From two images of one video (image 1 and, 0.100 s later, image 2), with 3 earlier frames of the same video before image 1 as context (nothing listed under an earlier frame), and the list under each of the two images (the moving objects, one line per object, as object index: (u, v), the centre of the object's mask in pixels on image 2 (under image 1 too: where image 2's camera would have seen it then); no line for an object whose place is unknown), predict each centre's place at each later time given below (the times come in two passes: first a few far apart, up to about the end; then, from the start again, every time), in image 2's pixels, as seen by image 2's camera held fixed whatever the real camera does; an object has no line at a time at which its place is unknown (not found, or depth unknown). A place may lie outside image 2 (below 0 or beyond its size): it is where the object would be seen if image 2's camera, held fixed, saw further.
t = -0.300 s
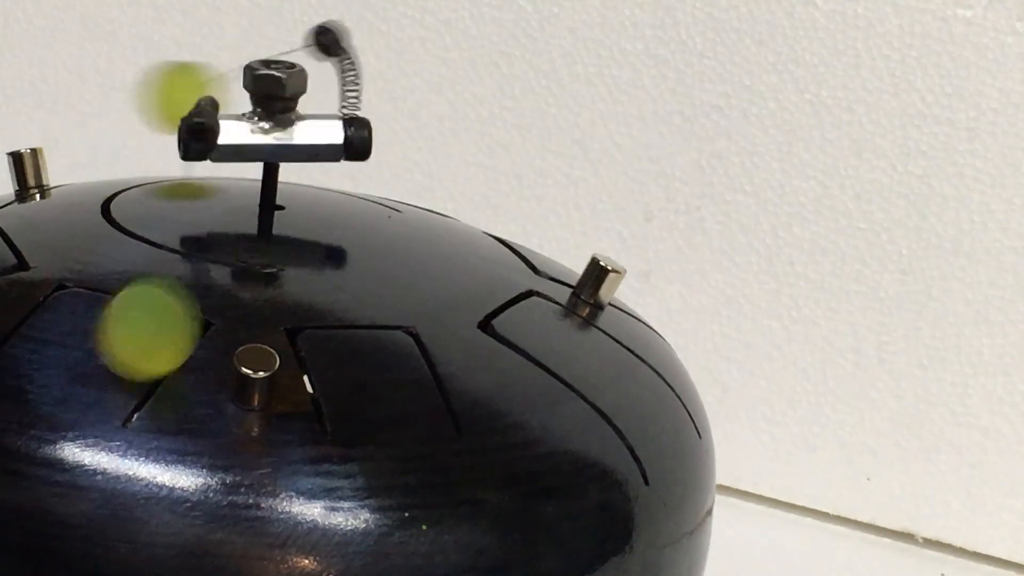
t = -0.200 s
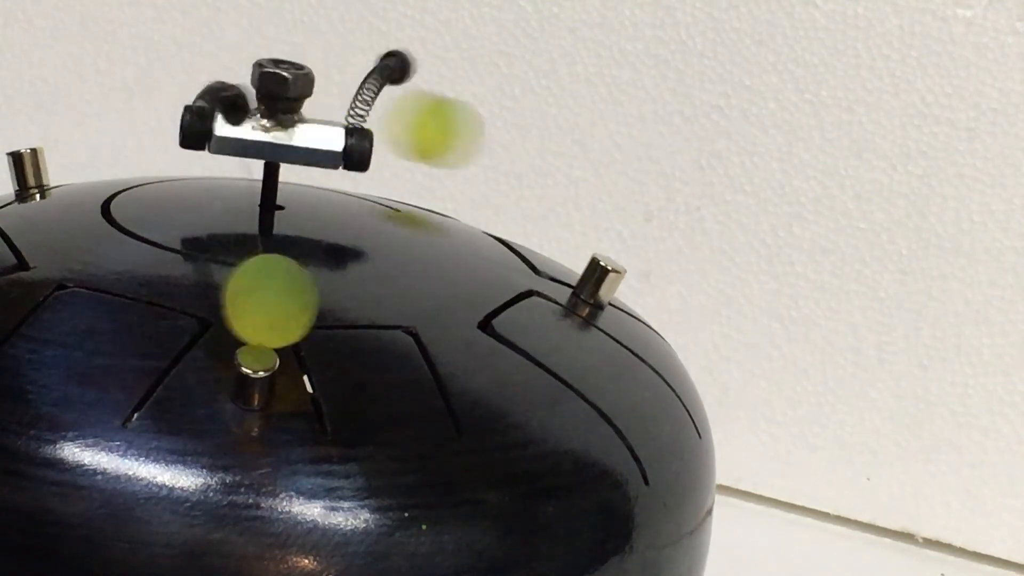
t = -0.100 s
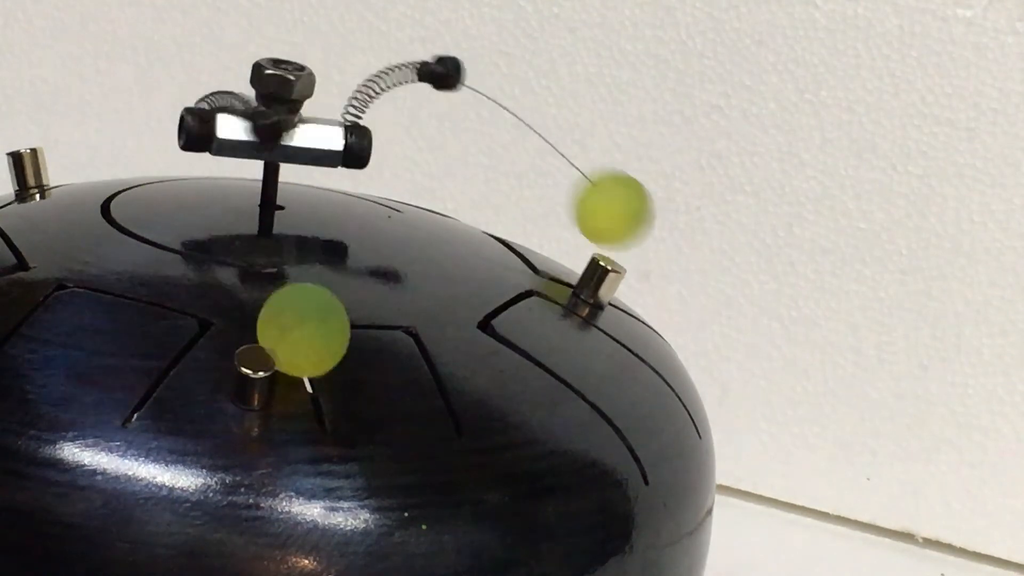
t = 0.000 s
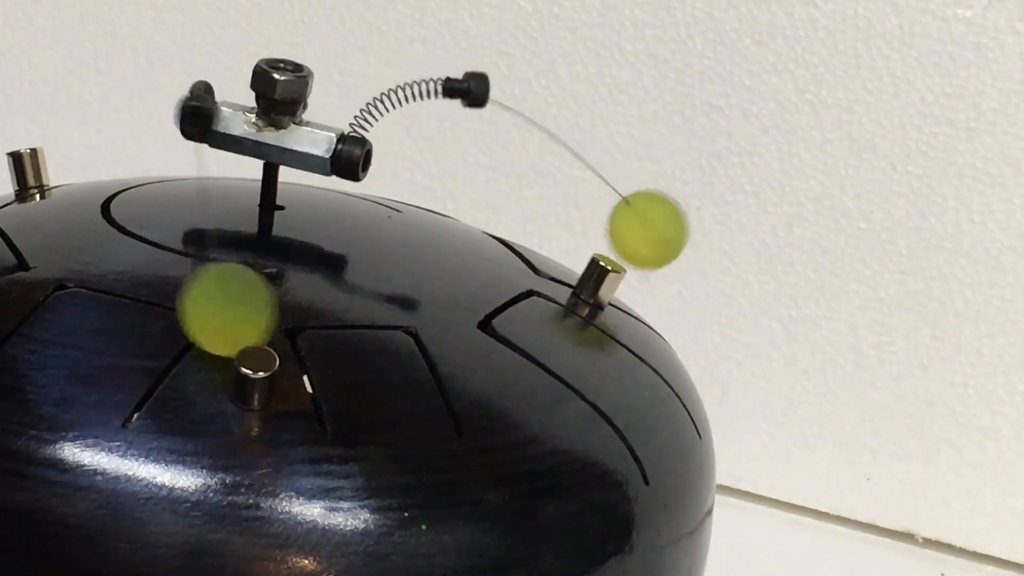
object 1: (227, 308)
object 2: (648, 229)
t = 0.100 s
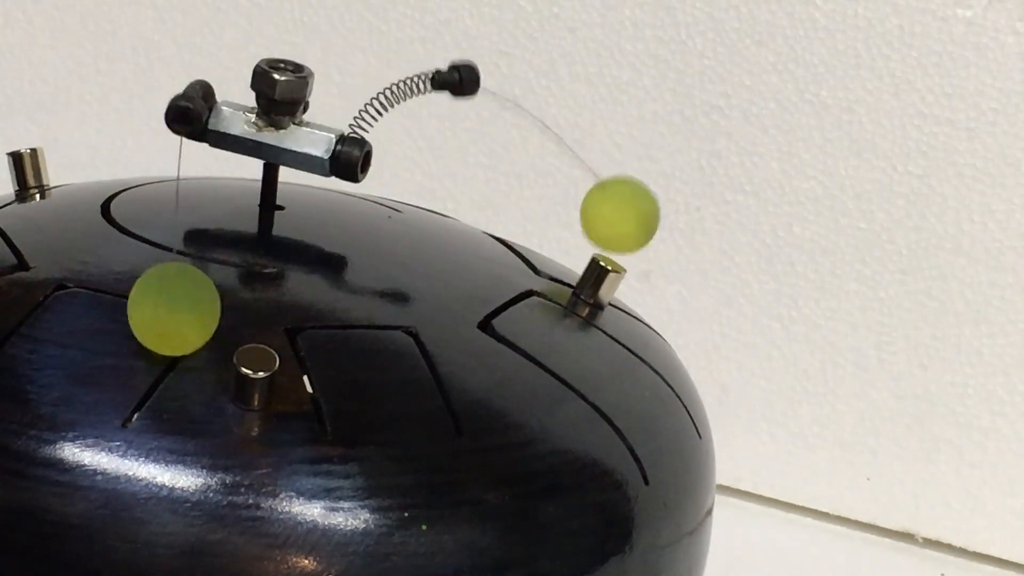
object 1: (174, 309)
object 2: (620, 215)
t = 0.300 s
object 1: (229, 315)
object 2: (535, 170)
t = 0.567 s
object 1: (225, 317)
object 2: (462, 178)
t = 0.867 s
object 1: (225, 316)
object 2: (531, 190)
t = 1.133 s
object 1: (225, 317)
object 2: (482, 179)
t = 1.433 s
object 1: (224, 317)
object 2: (501, 196)
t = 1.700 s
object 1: (224, 317)
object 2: (531, 199)
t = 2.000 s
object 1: (225, 317)
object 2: (490, 192)
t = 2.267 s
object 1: (224, 317)
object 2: (493, 195)
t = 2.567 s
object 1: (224, 317)
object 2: (486, 192)
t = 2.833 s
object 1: (224, 317)
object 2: (490, 194)
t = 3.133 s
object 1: (224, 317)
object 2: (490, 194)
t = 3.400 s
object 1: (224, 317)
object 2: (490, 194)
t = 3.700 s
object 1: (224, 317)
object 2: (490, 194)
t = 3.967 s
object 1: (224, 317)
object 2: (490, 194)
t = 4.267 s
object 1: (224, 317)
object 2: (489, 193)
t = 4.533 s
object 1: (224, 317)
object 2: (489, 193)
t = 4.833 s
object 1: (224, 317)
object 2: (489, 193)
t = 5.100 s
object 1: (224, 317)
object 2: (489, 194)
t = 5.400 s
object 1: (224, 317)
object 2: (489, 194)
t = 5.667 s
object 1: (224, 317)
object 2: (489, 194)
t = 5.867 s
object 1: (224, 317)
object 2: (489, 194)
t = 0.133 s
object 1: (176, 308)
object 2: (607, 225)
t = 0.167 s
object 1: (188, 312)
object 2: (581, 223)
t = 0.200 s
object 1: (211, 314)
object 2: (580, 203)
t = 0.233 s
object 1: (230, 315)
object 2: (573, 186)
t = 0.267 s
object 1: (232, 314)
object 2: (558, 174)
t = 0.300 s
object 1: (229, 315)
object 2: (535, 170)
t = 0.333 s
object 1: (228, 315)
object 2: (504, 172)
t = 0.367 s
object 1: (228, 315)
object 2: (469, 180)
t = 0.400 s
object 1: (227, 316)
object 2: (460, 171)
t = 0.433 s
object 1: (227, 316)
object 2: (460, 160)
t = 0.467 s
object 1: (226, 316)
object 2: (458, 155)
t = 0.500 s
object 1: (225, 317)
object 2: (456, 159)
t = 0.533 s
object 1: (225, 317)
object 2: (457, 171)
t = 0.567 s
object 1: (225, 317)
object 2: (462, 178)
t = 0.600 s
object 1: (225, 317)
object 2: (474, 169)
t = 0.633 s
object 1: (225, 317)
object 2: (485, 167)
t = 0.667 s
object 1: (224, 317)
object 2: (493, 170)
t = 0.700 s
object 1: (225, 317)
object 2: (498, 180)
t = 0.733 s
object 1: (225, 316)
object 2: (504, 196)
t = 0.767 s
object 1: (224, 317)
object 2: (516, 191)
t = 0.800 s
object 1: (225, 317)
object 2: (526, 186)
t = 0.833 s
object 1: (225, 316)
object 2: (531, 185)
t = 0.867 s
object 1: (225, 316)
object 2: (531, 190)
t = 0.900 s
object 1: (226, 316)
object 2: (526, 199)
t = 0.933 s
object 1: (226, 316)
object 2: (521, 200)
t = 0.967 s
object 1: (226, 316)
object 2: (519, 188)
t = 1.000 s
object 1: (226, 316)
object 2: (514, 182)
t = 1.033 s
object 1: (225, 316)
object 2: (506, 181)
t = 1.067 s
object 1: (225, 316)
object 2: (494, 184)
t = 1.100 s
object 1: (225, 317)
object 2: (483, 190)
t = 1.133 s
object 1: (225, 317)
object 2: (482, 179)
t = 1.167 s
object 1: (225, 317)
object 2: (480, 172)
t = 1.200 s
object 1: (225, 317)
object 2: (476, 170)
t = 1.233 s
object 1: (225, 317)
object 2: (473, 175)
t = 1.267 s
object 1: (224, 317)
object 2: (472, 185)
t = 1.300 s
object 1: (224, 317)
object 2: (478, 180)
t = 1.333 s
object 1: (224, 317)
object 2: (485, 176)
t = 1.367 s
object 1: (224, 317)
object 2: (491, 179)
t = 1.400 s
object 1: (224, 317)
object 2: (496, 187)
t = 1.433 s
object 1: (224, 317)
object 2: (501, 196)
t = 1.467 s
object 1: (224, 317)
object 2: (511, 191)
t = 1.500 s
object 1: (224, 317)
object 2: (519, 190)
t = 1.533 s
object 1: (224, 317)
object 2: (525, 193)
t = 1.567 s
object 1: (224, 317)
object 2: (527, 200)
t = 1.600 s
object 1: (224, 317)
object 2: (529, 206)
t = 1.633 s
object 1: (225, 317)
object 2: (533, 200)
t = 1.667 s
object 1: (225, 317)
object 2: (533, 197)
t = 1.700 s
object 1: (224, 317)
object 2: (531, 199)
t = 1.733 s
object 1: (224, 317)
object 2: (526, 204)
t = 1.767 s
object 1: (224, 317)
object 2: (524, 202)
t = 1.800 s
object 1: (224, 317)
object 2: (522, 198)
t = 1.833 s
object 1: (224, 317)
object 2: (517, 196)
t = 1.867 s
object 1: (224, 317)
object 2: (511, 198)
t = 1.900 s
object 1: (224, 317)
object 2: (506, 197)
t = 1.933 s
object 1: (225, 317)
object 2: (501, 193)
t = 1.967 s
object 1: (225, 317)
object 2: (495, 193)
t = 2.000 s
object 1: (225, 317)
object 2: (490, 192)
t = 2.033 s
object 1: (225, 317)
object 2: (490, 190)
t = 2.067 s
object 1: (225, 317)
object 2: (488, 191)
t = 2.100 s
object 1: (225, 317)
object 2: (488, 193)
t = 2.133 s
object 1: (225, 317)
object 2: (491, 194)
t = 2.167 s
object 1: (224, 317)
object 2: (492, 194)
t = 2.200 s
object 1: (225, 317)
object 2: (493, 194)
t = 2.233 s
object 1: (224, 317)
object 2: (493, 194)
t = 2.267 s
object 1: (224, 317)
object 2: (493, 195)
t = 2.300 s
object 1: (224, 317)
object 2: (494, 195)
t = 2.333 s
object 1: (224, 317)
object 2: (492, 195)
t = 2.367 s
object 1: (224, 317)
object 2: (490, 194)
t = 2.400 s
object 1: (224, 317)
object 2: (487, 193)
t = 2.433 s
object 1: (224, 317)
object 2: (487, 193)
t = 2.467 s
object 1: (224, 317)
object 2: (487, 193)
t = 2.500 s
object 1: (224, 317)
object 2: (487, 193)
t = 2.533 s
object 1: (224, 317)
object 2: (486, 192)
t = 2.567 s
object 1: (224, 317)
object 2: (486, 192)
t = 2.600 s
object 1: (224, 317)
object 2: (487, 193)
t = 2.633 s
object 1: (224, 317)
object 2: (490, 194)
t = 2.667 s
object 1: (224, 317)
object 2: (491, 194)
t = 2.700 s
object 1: (224, 317)
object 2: (490, 194)
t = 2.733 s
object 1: (224, 317)
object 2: (489, 193)
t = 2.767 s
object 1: (224, 317)
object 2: (488, 193)
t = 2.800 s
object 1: (224, 317)
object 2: (489, 194)
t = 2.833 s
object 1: (224, 317)
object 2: (490, 194)
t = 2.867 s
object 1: (224, 317)
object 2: (490, 194)
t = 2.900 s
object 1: (224, 317)
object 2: (490, 194)
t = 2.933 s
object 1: (224, 317)
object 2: (490, 194)
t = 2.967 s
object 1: (224, 317)
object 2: (489, 194)
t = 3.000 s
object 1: (224, 317)
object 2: (489, 193)
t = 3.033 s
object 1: (224, 317)
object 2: (488, 193)
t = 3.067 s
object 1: (224, 317)
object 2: (489, 194)
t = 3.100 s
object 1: (224, 317)
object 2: (490, 194)
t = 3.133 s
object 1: (224, 317)
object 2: (490, 194)
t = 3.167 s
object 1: (224, 317)
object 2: (490, 194)
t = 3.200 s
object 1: (224, 317)
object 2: (489, 194)
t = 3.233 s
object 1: (224, 317)
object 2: (489, 194)
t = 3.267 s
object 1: (224, 317)
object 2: (489, 193)
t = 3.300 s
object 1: (224, 317)
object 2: (489, 194)
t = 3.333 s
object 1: (224, 317)
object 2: (489, 194)
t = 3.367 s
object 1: (224, 317)
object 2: (490, 194)
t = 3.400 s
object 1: (224, 317)
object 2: (490, 194)
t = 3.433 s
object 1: (224, 317)
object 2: (490, 194)
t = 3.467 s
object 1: (224, 317)
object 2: (489, 194)
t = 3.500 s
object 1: (224, 317)
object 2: (489, 194)
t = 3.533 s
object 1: (224, 317)
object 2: (489, 193)
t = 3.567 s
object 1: (224, 317)
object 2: (489, 193)
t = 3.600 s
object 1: (224, 317)
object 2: (489, 194)
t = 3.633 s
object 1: (224, 317)
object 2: (490, 194)
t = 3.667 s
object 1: (224, 317)
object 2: (490, 194)
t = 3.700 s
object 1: (224, 317)
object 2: (490, 194)
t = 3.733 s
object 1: (224, 317)
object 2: (489, 194)
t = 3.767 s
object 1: (224, 317)
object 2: (489, 193)
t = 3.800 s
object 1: (224, 317)
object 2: (489, 193)
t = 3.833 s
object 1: (224, 317)
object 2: (489, 193)
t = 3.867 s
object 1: (224, 317)
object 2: (489, 194)
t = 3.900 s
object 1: (224, 317)
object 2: (490, 194)
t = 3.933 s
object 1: (224, 317)
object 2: (490, 194)
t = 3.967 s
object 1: (224, 317)
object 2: (490, 194)
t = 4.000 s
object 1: (224, 317)
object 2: (489, 194)
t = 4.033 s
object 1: (224, 317)
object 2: (489, 193)
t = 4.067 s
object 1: (224, 317)
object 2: (489, 193)
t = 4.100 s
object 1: (224, 317)
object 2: (489, 193)
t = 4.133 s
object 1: (224, 317)
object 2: (490, 194)
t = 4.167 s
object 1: (224, 317)
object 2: (490, 194)
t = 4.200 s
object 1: (224, 317)
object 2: (490, 194)
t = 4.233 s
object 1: (224, 317)
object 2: (490, 194)
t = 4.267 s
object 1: (224, 317)
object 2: (489, 193)
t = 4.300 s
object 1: (224, 317)
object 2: (489, 193)
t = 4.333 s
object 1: (224, 317)
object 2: (489, 193)
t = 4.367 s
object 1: (224, 317)
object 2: (489, 193)
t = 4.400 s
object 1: (224, 317)
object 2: (490, 194)
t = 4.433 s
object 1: (224, 317)
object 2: (490, 194)
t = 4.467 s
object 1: (224, 317)
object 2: (490, 194)
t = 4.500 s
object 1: (224, 317)
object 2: (490, 194)
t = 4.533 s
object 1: (224, 317)
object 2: (489, 193)
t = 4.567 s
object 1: (224, 317)
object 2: (489, 193)
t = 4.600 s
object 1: (224, 317)
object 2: (489, 193)
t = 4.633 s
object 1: (224, 317)
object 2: (489, 193)
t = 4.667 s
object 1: (224, 317)
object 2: (490, 193)
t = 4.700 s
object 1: (224, 317)
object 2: (490, 194)
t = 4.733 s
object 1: (224, 317)
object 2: (490, 194)
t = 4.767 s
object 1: (224, 317)
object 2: (490, 194)
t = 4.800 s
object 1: (224, 317)
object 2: (489, 193)
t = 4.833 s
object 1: (224, 317)
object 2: (489, 193)
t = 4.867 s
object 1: (224, 317)
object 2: (489, 193)
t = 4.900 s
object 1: (224, 317)
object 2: (489, 194)
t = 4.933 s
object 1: (224, 317)
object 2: (490, 194)
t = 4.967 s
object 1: (224, 317)
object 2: (490, 194)
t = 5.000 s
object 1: (224, 317)
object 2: (490, 194)
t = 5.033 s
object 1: (224, 317)
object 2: (490, 194)
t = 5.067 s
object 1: (224, 317)
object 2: (489, 194)
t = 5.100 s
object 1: (224, 317)
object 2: (489, 194)
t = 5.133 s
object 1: (224, 317)
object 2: (489, 194)
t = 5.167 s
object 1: (224, 317)
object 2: (489, 194)
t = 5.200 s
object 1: (224, 317)
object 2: (490, 194)
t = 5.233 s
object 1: (224, 317)
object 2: (490, 194)
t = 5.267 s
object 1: (224, 317)
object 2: (490, 194)
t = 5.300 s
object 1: (224, 317)
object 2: (489, 194)
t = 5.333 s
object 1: (224, 317)
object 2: (489, 194)
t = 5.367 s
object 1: (224, 317)
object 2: (489, 194)
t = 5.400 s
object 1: (224, 317)
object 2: (489, 194)
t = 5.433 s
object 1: (224, 317)
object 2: (489, 194)
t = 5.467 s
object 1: (224, 317)
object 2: (490, 194)
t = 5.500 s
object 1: (224, 317)
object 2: (490, 194)
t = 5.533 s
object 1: (224, 317)
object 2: (490, 194)
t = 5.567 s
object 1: (224, 317)
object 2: (490, 194)
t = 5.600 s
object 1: (224, 317)
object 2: (489, 194)
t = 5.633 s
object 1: (224, 317)
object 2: (489, 194)
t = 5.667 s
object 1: (224, 317)
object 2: (489, 194)
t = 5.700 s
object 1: (224, 317)
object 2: (490, 194)
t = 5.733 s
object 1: (224, 317)
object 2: (490, 194)
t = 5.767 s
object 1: (224, 317)
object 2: (490, 194)
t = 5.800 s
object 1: (224, 317)
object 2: (490, 194)
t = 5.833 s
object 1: (224, 317)
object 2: (489, 194)
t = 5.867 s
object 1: (224, 317)
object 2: (489, 194)
